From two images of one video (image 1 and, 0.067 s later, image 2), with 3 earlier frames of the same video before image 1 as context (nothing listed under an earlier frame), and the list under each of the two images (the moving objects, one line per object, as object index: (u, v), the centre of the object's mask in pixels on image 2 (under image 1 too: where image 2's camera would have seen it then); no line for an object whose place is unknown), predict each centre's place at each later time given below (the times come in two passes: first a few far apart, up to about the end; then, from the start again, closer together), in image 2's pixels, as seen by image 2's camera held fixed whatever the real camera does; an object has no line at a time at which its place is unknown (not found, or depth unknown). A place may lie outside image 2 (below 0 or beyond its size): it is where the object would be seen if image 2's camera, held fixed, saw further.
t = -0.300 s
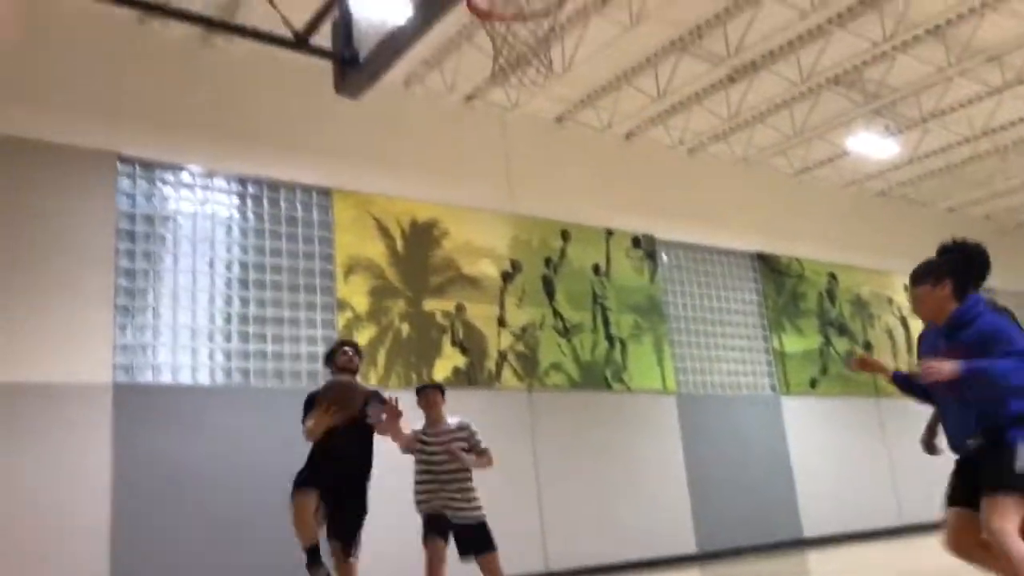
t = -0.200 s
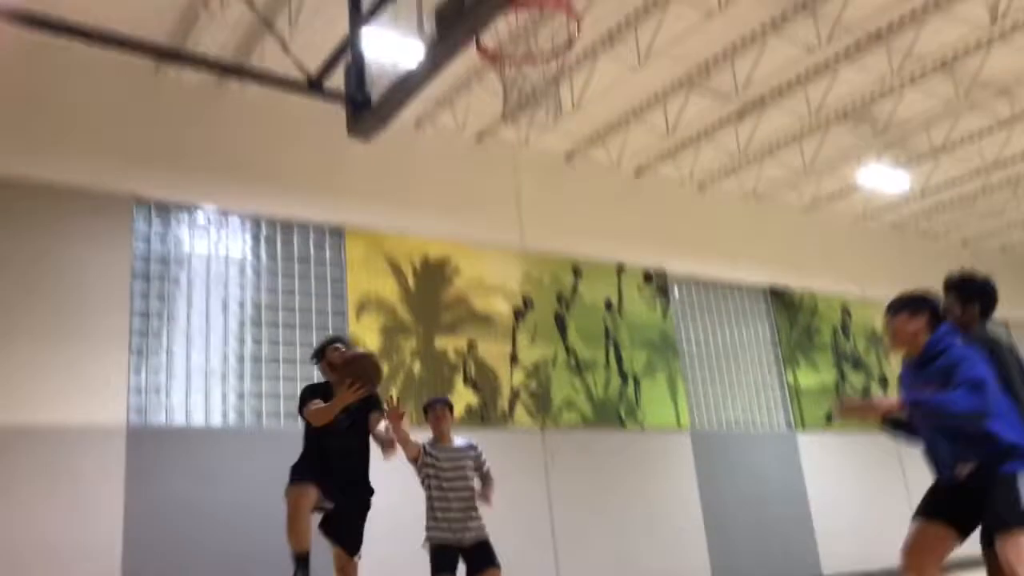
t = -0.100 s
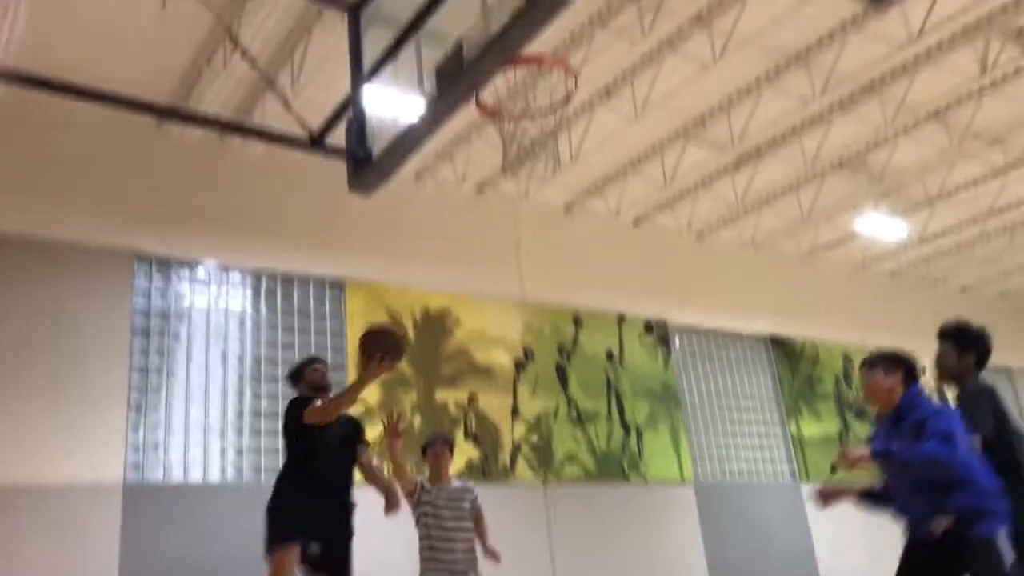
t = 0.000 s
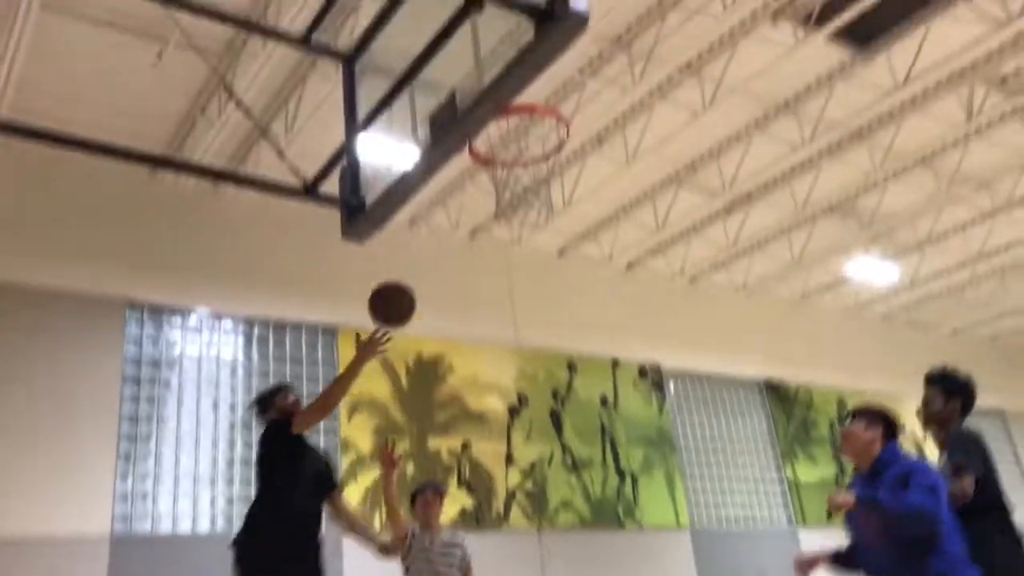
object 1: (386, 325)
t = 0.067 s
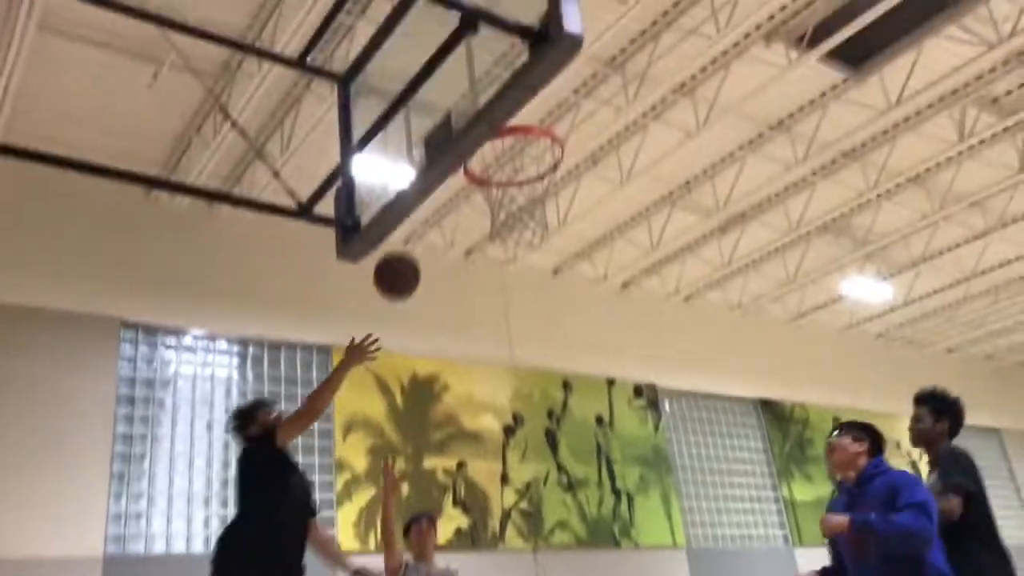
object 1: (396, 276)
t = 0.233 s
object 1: (434, 199)
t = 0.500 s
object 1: (485, 151)
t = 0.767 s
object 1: (535, 152)
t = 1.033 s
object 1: (497, 163)
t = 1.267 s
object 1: (510, 154)
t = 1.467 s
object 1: (544, 194)
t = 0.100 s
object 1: (402, 255)
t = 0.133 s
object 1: (409, 238)
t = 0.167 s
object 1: (417, 225)
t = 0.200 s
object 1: (426, 211)
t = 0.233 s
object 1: (434, 199)
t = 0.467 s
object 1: (480, 152)
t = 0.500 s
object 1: (485, 151)
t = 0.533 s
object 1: (491, 148)
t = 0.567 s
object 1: (497, 147)
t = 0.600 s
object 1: (503, 147)
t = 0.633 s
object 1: (513, 140)
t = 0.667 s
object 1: (521, 140)
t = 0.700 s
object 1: (527, 141)
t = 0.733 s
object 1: (532, 145)
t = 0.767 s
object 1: (535, 152)
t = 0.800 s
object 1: (537, 155)
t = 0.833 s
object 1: (535, 157)
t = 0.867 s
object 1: (531, 159)
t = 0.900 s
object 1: (525, 161)
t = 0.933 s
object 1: (517, 162)
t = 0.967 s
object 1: (509, 163)
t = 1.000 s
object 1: (503, 163)
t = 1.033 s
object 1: (497, 163)
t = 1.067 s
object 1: (493, 163)
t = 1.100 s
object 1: (490, 163)
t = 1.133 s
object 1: (492, 159)
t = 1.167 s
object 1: (495, 157)
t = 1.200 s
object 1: (498, 155)
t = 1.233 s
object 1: (503, 154)
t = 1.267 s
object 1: (510, 154)
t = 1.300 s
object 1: (518, 154)
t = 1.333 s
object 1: (523, 157)
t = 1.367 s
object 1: (529, 162)
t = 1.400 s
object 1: (534, 172)
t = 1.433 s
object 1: (540, 183)
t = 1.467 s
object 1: (544, 194)
